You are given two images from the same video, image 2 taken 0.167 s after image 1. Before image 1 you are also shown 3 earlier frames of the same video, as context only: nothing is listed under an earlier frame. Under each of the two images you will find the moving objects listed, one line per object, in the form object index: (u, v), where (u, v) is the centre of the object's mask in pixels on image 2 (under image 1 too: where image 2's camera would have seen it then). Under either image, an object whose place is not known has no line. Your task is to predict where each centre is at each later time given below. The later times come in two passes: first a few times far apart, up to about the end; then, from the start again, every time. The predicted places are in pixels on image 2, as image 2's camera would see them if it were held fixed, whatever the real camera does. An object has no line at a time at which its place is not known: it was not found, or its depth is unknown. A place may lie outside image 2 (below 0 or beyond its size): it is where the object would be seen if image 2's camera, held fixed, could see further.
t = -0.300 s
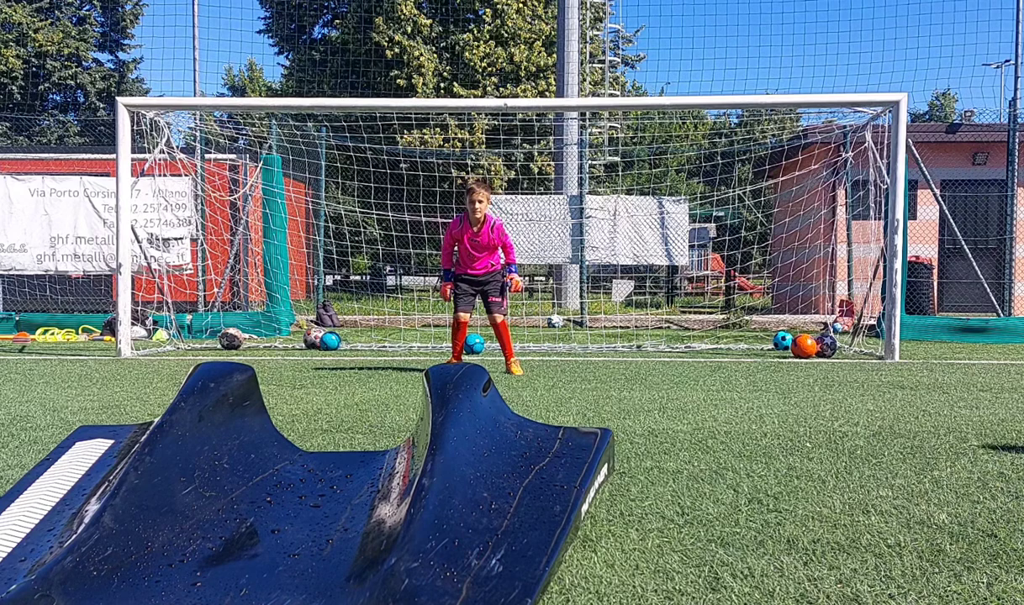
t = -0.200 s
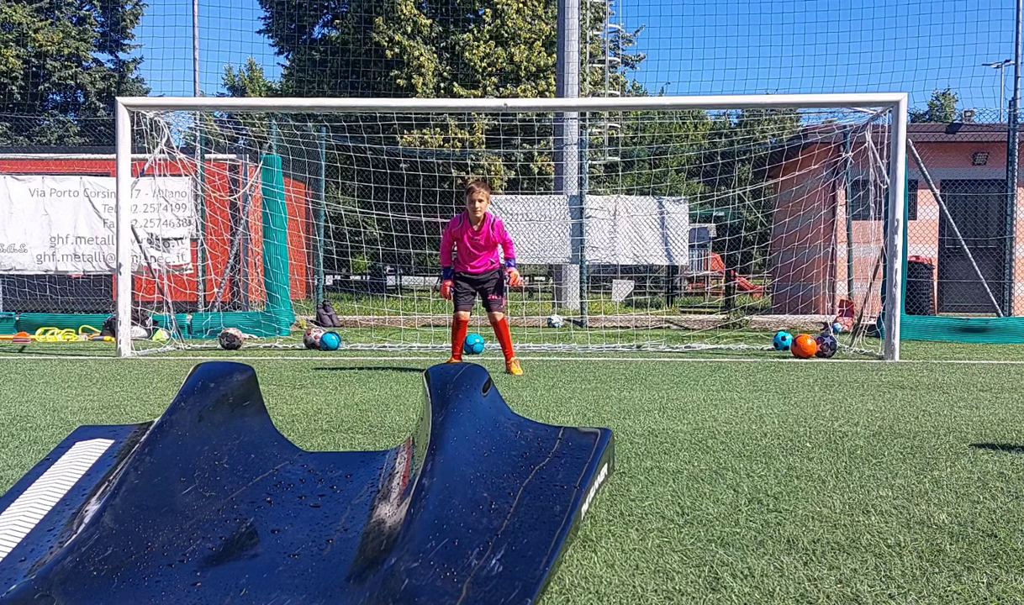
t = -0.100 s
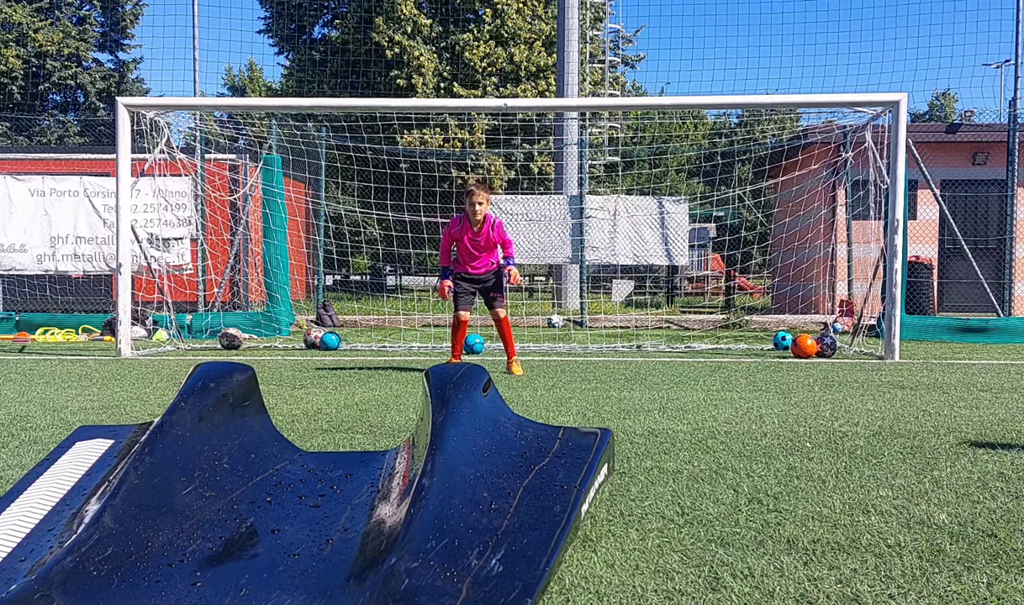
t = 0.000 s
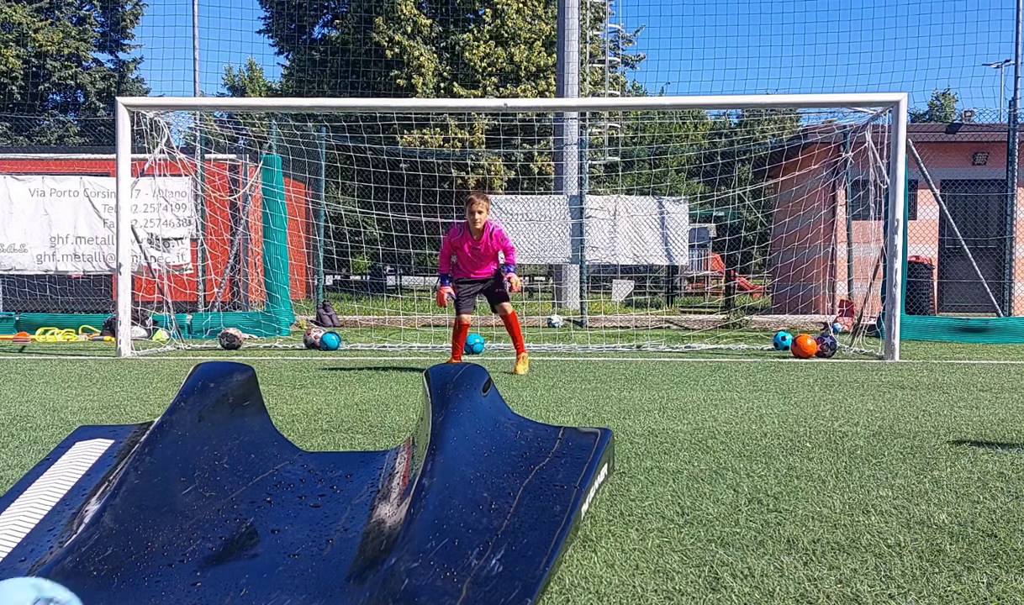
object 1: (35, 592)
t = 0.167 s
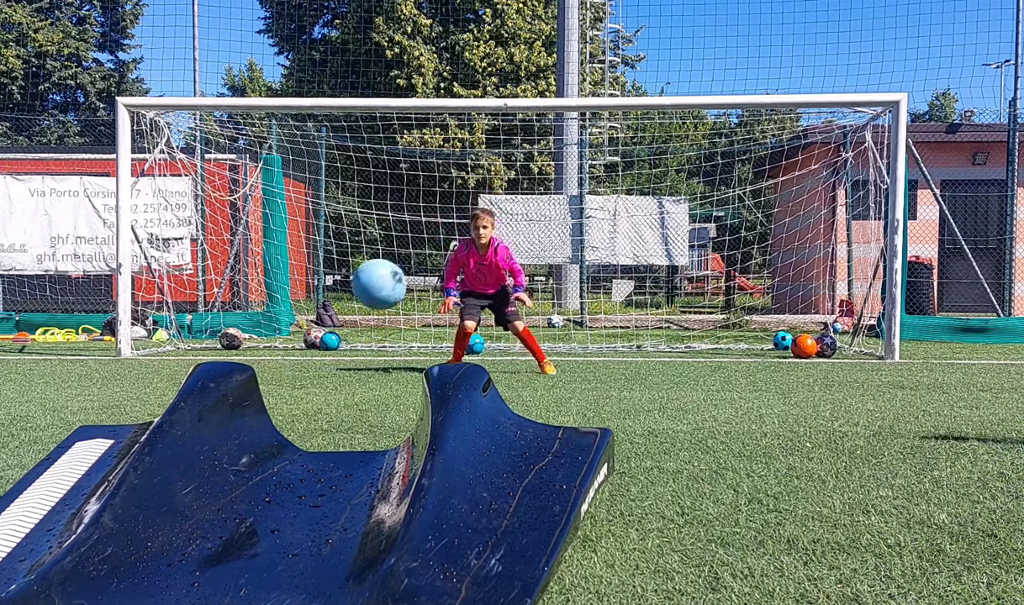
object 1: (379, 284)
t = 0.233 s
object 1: (463, 227)
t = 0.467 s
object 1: (631, 190)
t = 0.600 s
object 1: (684, 227)
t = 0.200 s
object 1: (424, 251)
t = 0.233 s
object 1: (463, 227)
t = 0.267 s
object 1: (497, 209)
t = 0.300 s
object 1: (526, 196)
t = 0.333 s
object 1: (552, 188)
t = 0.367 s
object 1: (575, 184)
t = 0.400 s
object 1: (596, 183)
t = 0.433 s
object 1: (614, 185)
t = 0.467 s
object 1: (631, 190)
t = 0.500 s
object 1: (646, 197)
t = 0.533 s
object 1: (660, 205)
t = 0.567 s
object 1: (672, 215)
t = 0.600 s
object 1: (684, 227)
